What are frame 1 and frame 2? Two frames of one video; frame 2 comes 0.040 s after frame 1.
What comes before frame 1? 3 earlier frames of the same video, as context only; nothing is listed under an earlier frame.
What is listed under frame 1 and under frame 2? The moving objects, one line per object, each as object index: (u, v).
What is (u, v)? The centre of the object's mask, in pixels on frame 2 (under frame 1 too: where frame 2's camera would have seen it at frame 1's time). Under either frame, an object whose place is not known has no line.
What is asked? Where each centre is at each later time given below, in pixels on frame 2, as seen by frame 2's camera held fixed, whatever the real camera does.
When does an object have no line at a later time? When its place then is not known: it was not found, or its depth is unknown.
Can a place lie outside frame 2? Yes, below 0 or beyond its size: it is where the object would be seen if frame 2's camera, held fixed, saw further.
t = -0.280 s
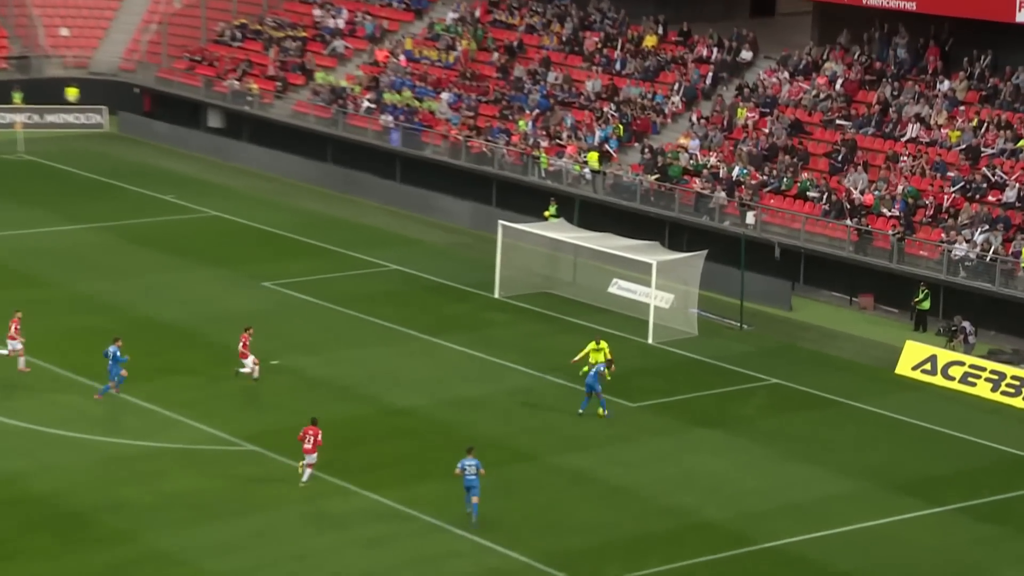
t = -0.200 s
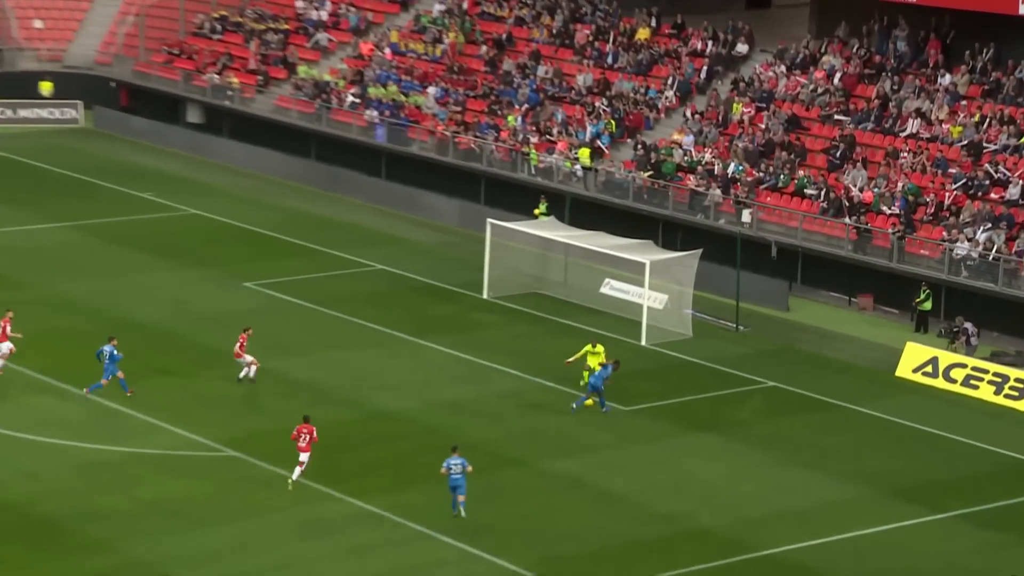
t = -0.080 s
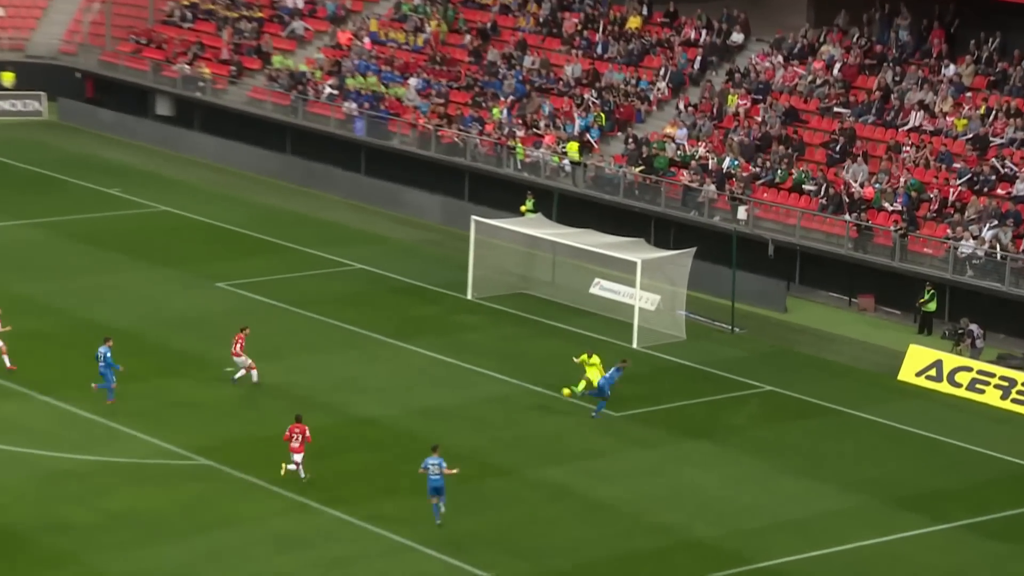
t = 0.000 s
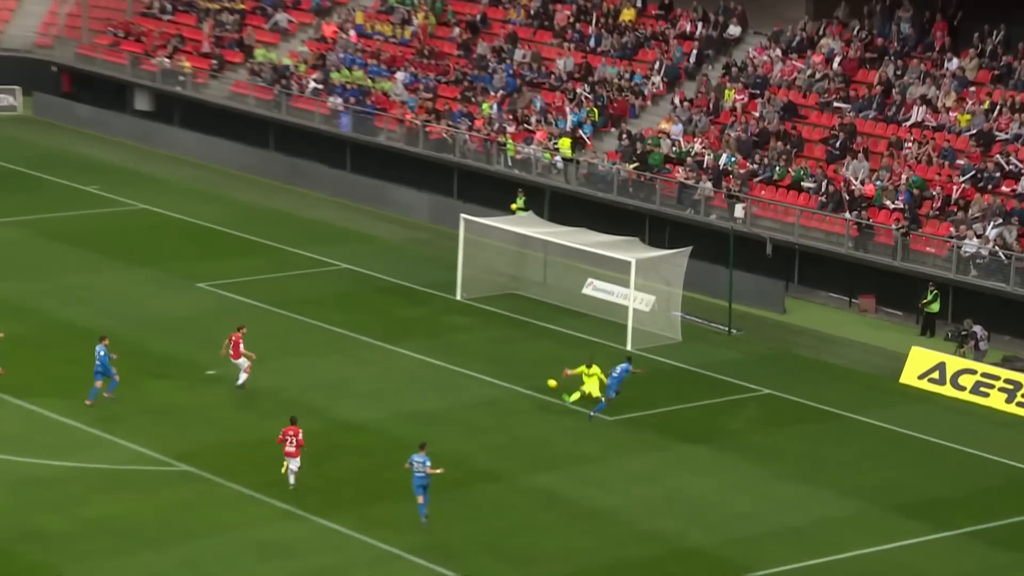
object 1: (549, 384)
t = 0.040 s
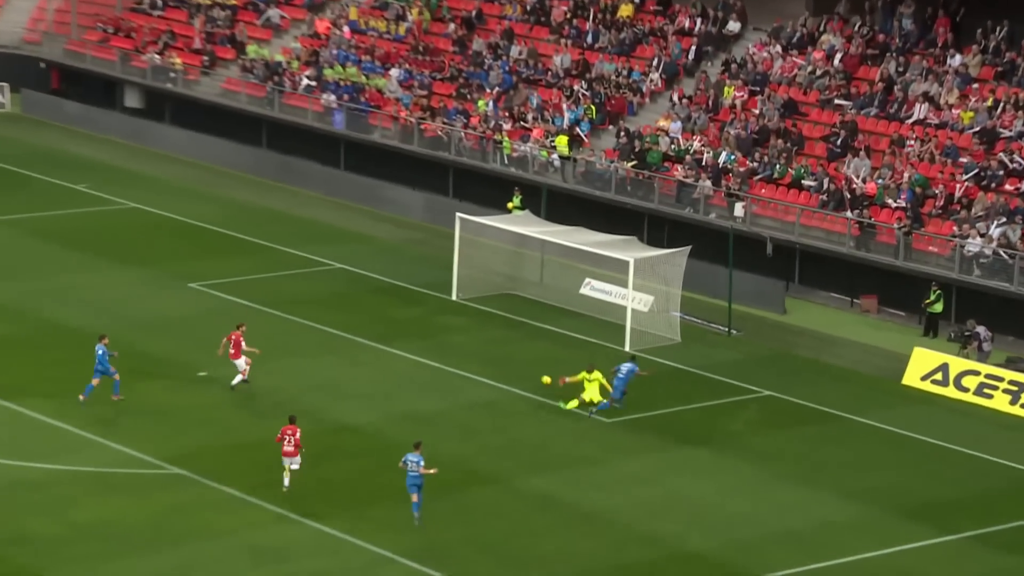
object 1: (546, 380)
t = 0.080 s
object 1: (542, 375)
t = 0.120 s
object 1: (539, 372)
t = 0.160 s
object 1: (537, 366)
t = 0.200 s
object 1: (534, 362)
